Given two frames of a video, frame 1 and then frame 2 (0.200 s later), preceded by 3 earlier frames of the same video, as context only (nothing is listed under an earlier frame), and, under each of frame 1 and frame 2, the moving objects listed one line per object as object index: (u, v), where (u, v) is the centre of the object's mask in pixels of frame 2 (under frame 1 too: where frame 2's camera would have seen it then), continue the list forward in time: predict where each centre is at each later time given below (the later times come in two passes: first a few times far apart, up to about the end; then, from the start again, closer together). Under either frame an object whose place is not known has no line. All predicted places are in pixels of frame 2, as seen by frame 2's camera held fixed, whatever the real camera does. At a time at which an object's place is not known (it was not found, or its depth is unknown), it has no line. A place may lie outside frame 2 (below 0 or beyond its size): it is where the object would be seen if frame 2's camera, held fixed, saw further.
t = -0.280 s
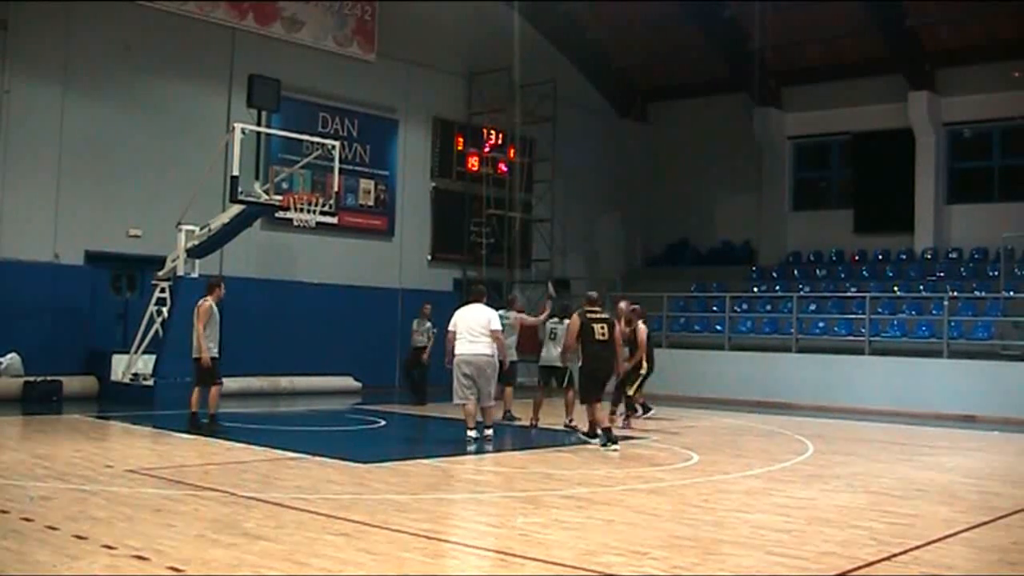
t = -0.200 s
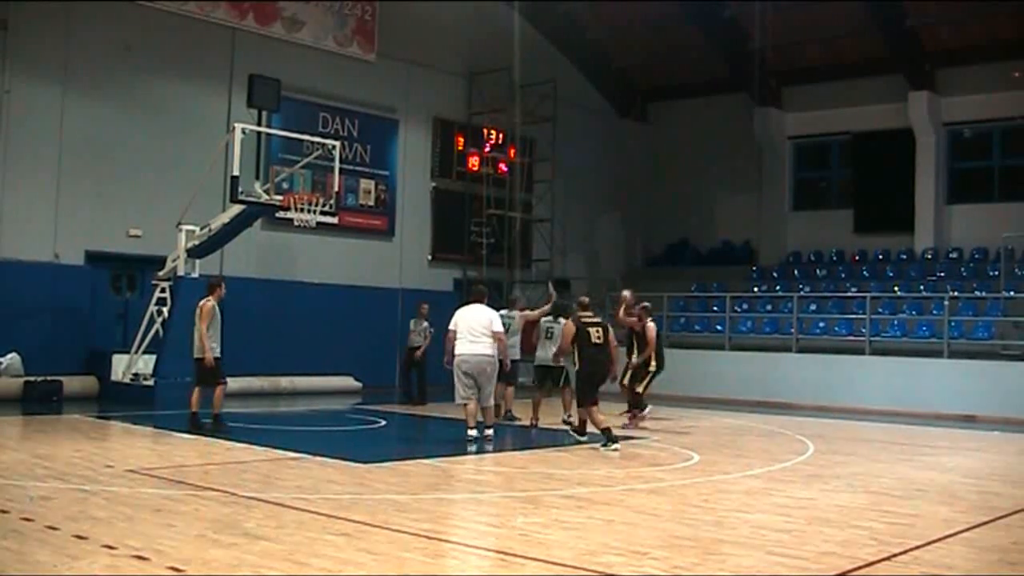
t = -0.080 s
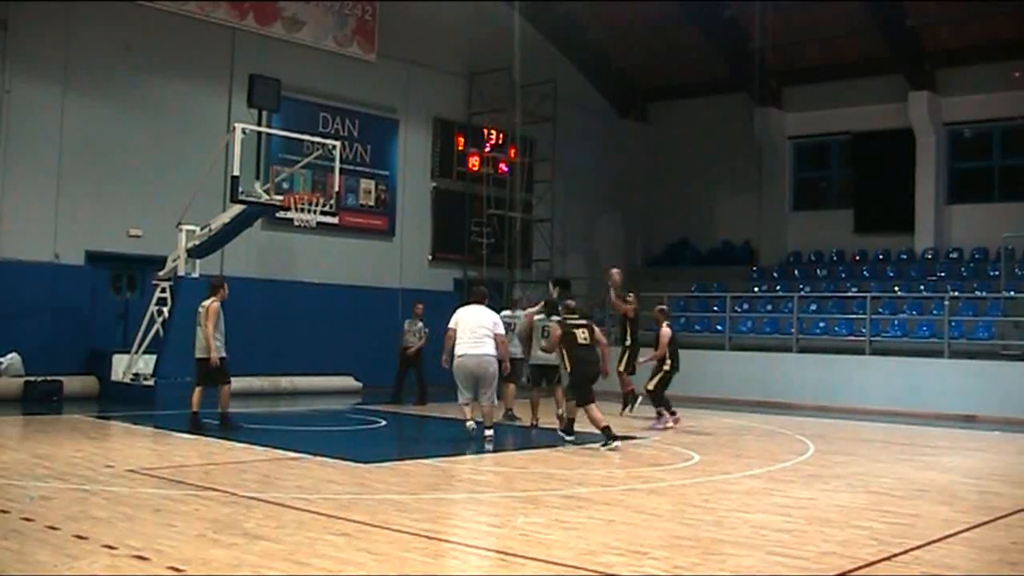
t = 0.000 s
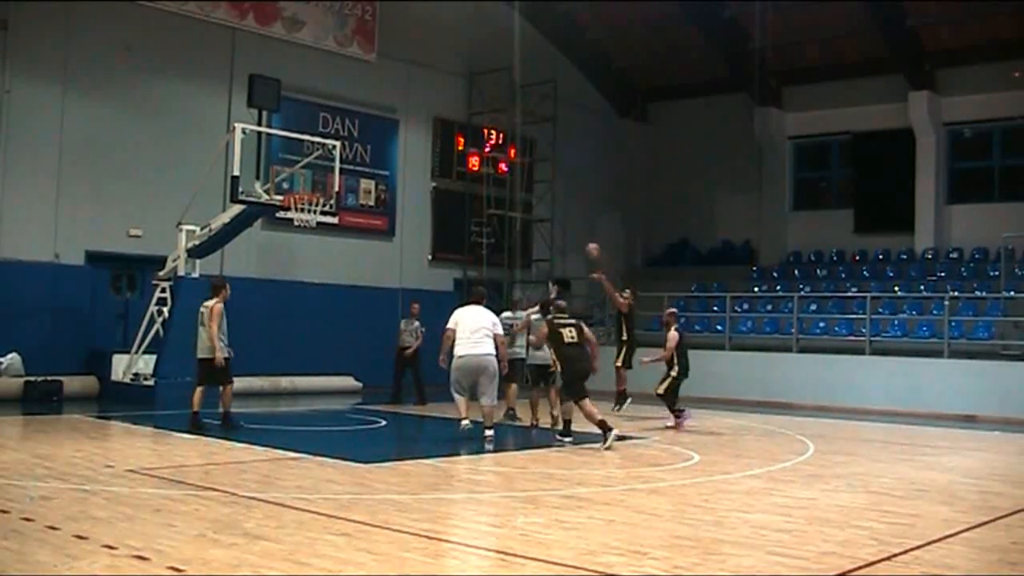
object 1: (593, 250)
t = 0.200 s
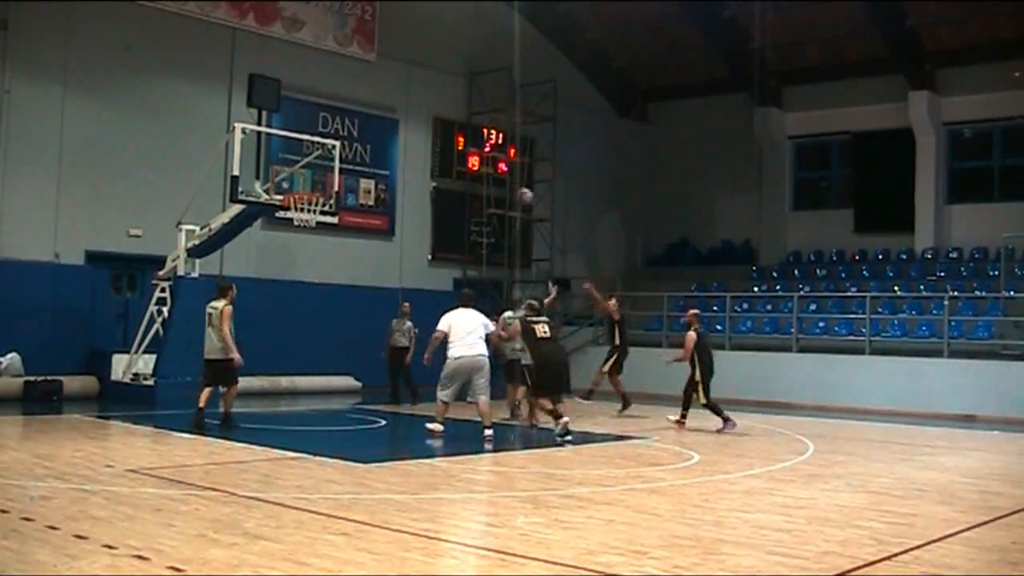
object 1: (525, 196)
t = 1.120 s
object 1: (258, 158)
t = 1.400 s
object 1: (236, 184)
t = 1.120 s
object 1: (258, 158)
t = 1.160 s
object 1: (256, 159)
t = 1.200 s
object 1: (253, 161)
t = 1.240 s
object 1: (249, 163)
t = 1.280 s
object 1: (247, 169)
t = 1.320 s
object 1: (244, 173)
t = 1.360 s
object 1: (239, 180)
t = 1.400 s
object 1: (236, 184)
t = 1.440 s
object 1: (234, 197)
